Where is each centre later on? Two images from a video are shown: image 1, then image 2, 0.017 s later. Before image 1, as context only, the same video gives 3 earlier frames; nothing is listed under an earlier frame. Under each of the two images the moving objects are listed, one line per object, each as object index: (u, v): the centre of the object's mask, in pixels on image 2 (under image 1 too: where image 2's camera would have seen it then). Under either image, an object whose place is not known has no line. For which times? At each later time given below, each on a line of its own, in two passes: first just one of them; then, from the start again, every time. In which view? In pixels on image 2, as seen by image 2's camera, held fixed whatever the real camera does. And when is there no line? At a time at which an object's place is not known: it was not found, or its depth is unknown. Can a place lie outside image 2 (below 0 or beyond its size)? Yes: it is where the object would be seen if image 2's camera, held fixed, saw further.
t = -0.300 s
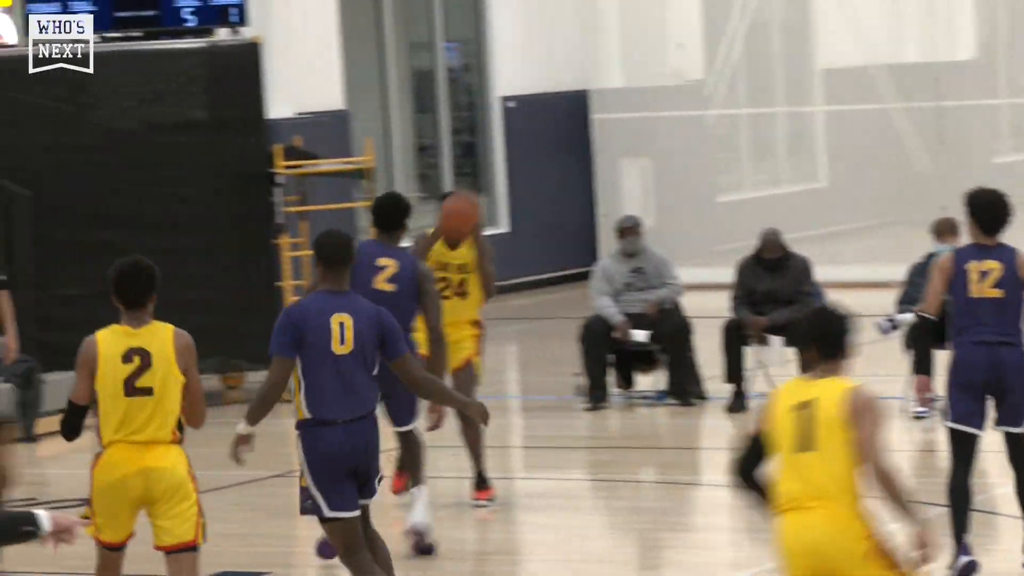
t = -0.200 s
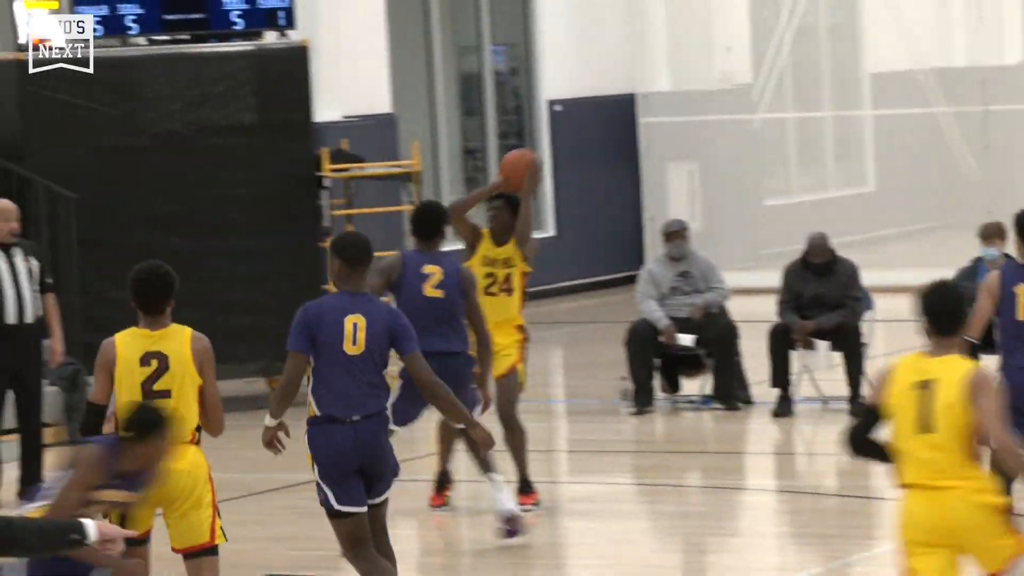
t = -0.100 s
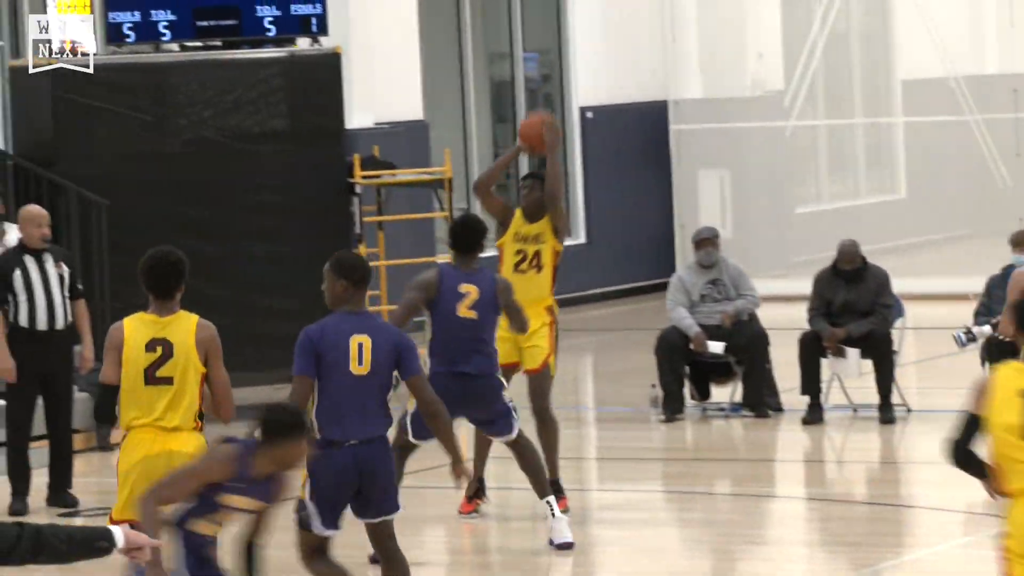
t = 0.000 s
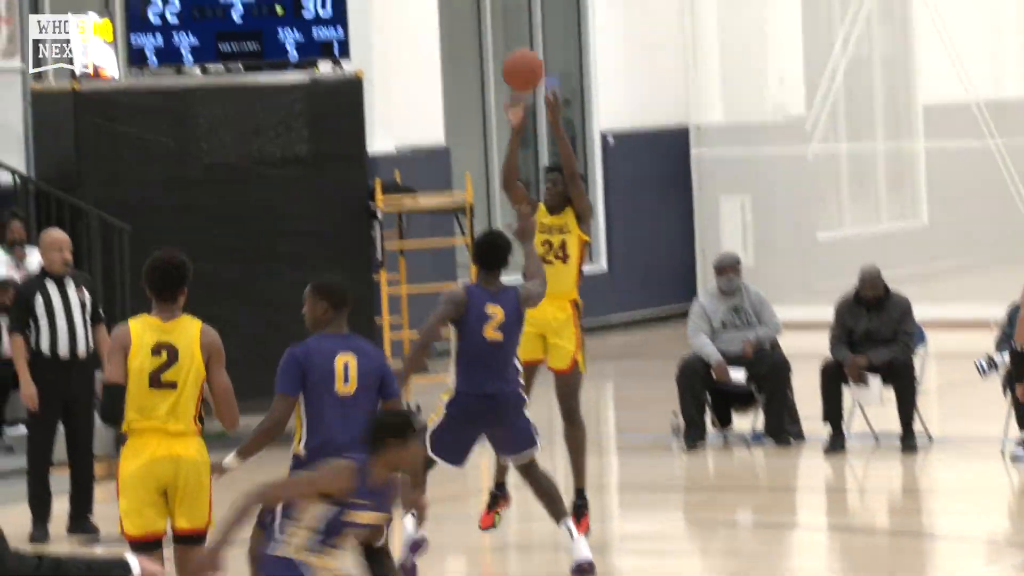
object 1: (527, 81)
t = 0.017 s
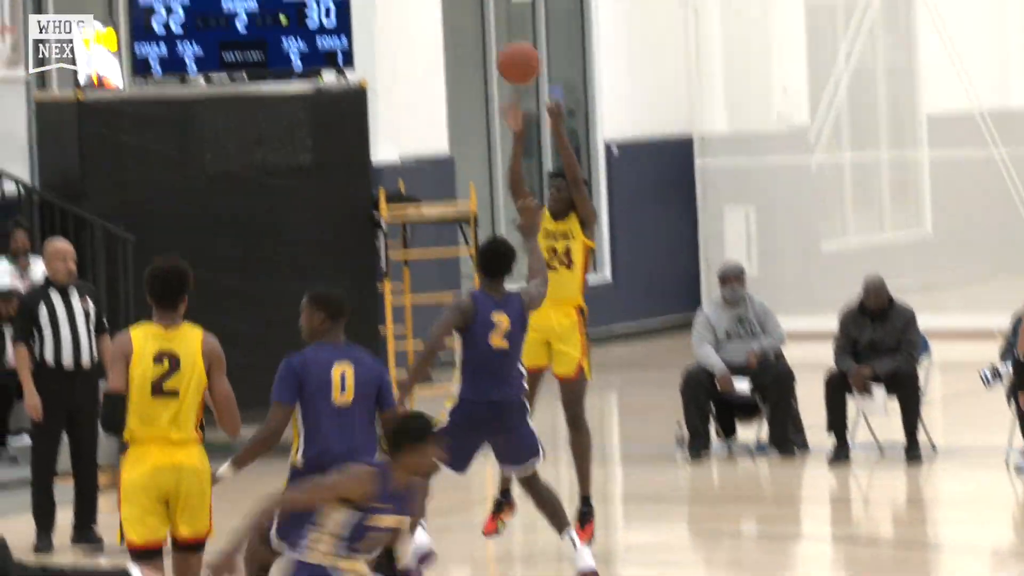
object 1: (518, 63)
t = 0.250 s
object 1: (404, -139)
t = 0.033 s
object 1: (511, 46)
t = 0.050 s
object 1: (503, 28)
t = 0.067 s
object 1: (495, 11)
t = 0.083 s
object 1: (487, -6)
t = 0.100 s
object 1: (479, -22)
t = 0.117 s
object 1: (470, -37)
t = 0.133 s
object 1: (462, -51)
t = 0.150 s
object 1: (454, -66)
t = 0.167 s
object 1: (446, -79)
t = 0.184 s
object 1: (438, -91)
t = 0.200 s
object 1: (430, -103)
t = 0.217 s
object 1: (421, -116)
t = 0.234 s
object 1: (413, -128)
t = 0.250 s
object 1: (404, -139)
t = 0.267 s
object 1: (395, -150)
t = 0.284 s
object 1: (387, -160)
